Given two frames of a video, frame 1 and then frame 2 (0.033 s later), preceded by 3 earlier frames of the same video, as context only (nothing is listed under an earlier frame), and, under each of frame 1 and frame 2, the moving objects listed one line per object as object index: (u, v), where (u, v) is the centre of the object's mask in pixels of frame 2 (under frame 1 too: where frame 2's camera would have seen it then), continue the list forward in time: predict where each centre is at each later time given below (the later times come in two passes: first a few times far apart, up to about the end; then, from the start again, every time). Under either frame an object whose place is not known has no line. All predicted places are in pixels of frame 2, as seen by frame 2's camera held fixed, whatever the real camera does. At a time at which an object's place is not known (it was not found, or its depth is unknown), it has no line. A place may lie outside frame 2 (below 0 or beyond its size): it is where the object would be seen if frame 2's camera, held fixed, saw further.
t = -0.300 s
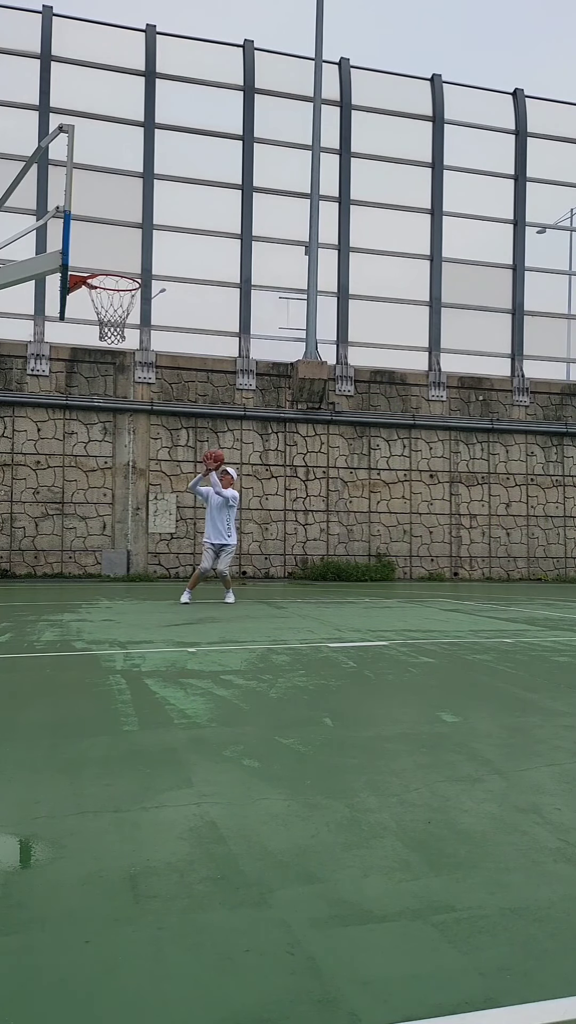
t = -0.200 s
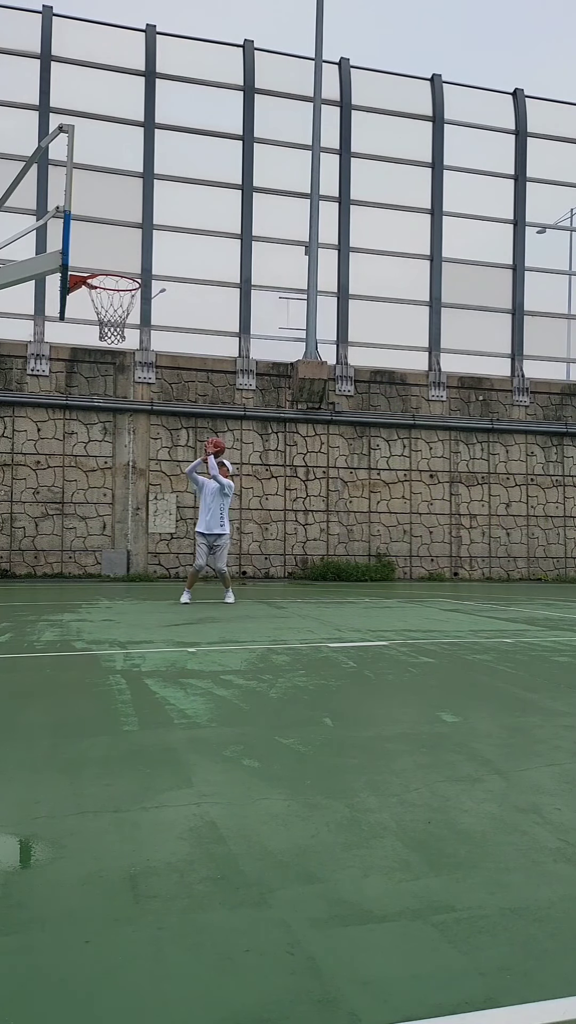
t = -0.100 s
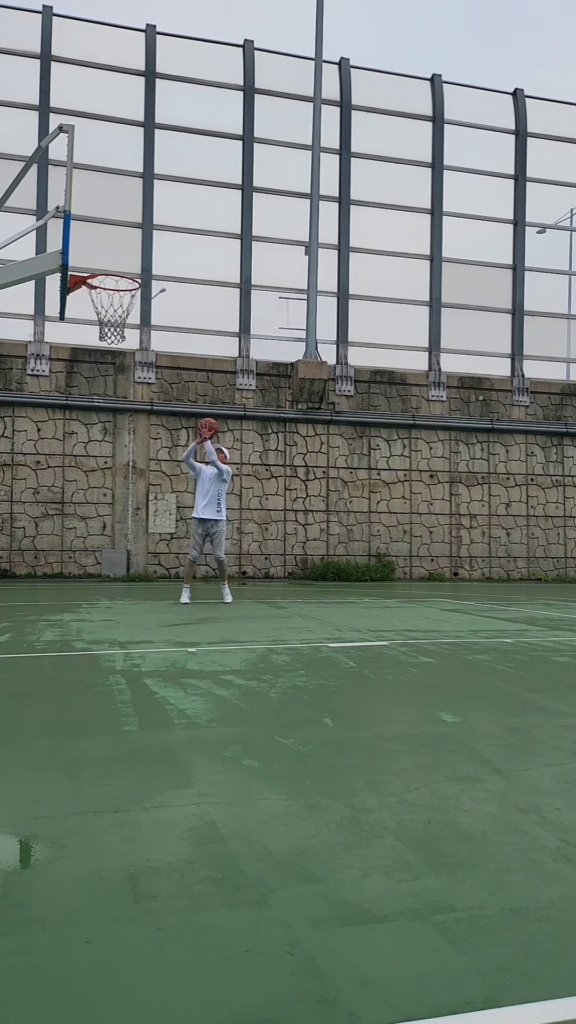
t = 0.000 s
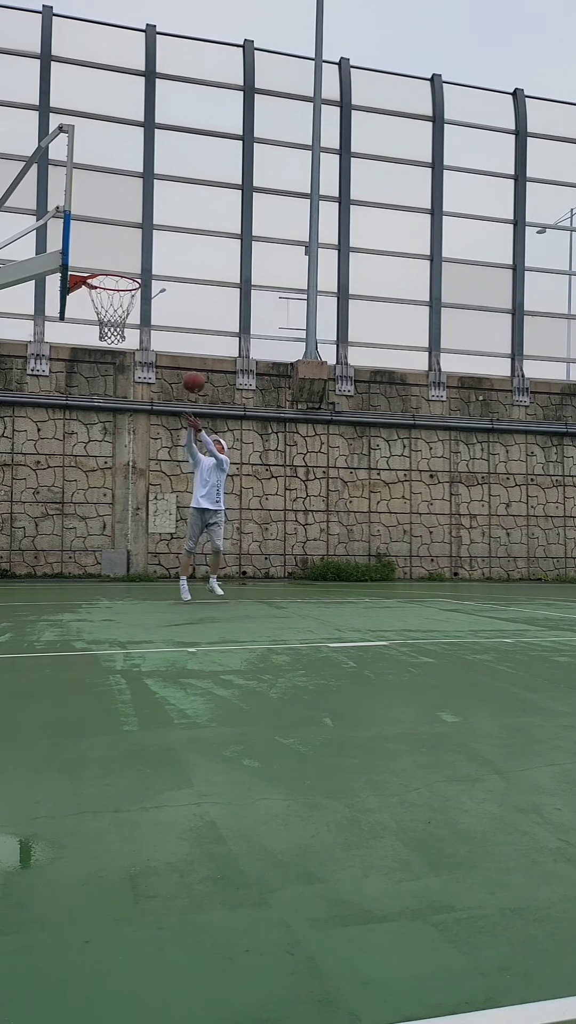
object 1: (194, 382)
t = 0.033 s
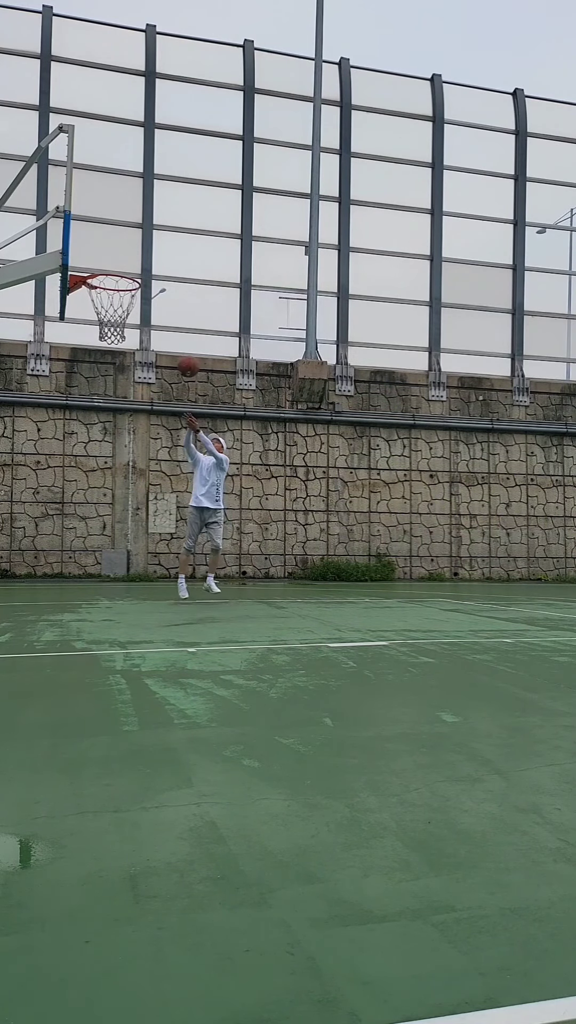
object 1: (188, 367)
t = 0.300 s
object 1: (136, 264)
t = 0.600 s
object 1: (97, 226)
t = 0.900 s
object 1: (138, 257)
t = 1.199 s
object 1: (153, 273)
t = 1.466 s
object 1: (179, 336)
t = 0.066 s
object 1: (182, 351)
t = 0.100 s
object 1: (176, 336)
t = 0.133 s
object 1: (170, 322)
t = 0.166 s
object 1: (163, 309)
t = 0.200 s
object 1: (157, 297)
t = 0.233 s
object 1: (150, 285)
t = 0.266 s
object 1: (143, 273)
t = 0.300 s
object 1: (136, 264)
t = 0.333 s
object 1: (128, 254)
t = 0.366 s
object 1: (121, 246)
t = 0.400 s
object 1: (113, 238)
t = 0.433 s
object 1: (105, 232)
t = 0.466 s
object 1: (97, 226)
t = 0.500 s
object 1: (89, 222)
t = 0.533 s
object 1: (84, 220)
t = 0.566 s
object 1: (90, 222)
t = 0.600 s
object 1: (97, 226)
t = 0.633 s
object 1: (103, 231)
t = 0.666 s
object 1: (110, 237)
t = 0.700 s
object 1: (117, 245)
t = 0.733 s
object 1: (124, 254)
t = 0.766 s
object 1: (130, 264)
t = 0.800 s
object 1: (135, 268)
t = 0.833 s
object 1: (136, 264)
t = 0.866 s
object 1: (137, 260)
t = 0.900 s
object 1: (138, 257)
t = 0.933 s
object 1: (139, 256)
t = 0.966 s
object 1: (140, 256)
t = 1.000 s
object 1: (141, 257)
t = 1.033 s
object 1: (142, 259)
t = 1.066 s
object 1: (142, 262)
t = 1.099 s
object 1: (143, 267)
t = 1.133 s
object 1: (146, 270)
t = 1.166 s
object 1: (149, 271)
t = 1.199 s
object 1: (153, 273)
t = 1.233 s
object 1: (156, 277)
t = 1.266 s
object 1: (159, 282)
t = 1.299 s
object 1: (163, 288)
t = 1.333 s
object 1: (166, 295)
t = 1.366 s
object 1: (169, 304)
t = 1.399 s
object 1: (173, 313)
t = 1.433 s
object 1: (176, 324)
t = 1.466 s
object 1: (179, 336)
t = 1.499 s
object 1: (182, 350)
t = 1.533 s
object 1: (186, 364)
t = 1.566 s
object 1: (189, 380)
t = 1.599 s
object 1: (192, 397)
